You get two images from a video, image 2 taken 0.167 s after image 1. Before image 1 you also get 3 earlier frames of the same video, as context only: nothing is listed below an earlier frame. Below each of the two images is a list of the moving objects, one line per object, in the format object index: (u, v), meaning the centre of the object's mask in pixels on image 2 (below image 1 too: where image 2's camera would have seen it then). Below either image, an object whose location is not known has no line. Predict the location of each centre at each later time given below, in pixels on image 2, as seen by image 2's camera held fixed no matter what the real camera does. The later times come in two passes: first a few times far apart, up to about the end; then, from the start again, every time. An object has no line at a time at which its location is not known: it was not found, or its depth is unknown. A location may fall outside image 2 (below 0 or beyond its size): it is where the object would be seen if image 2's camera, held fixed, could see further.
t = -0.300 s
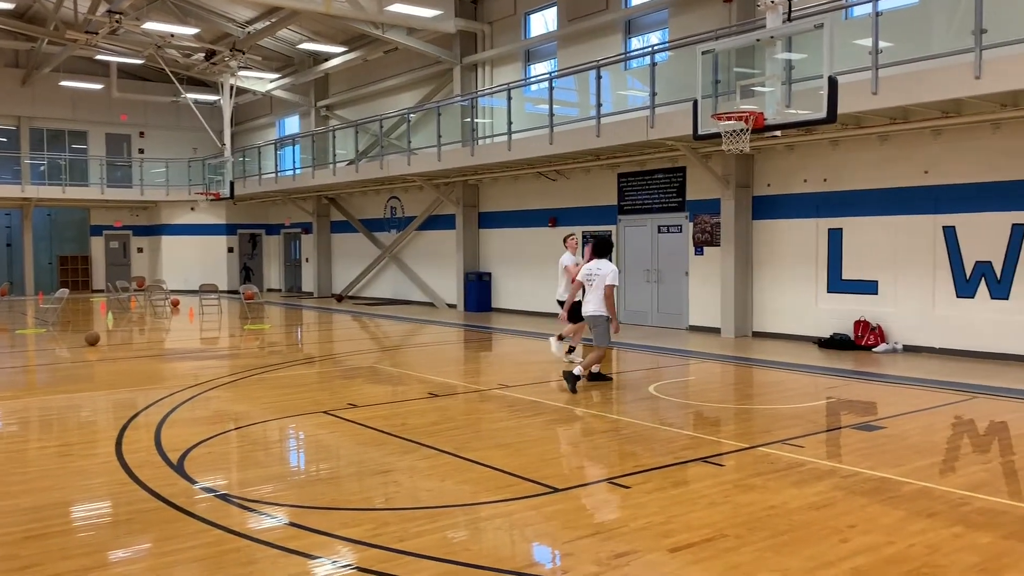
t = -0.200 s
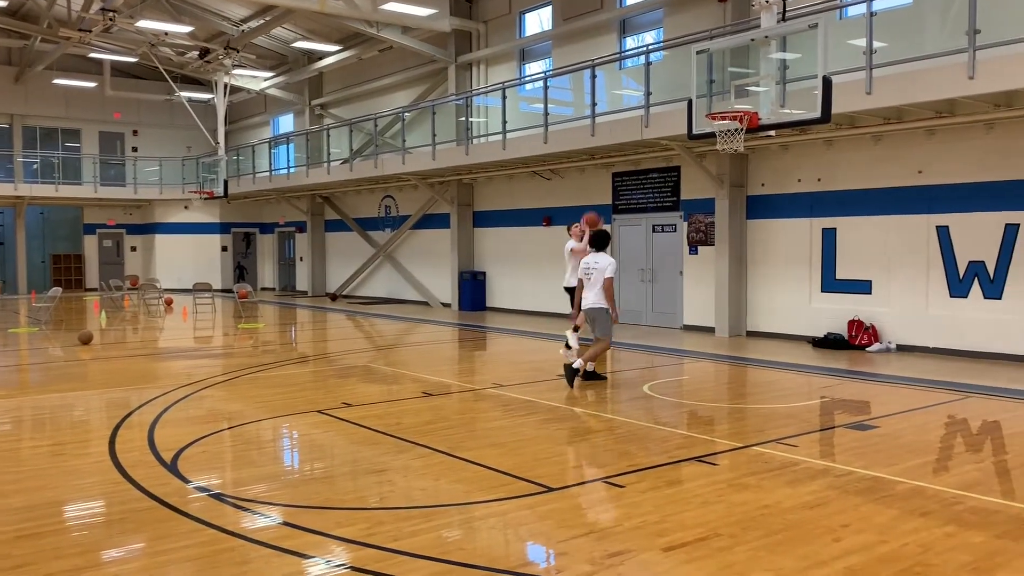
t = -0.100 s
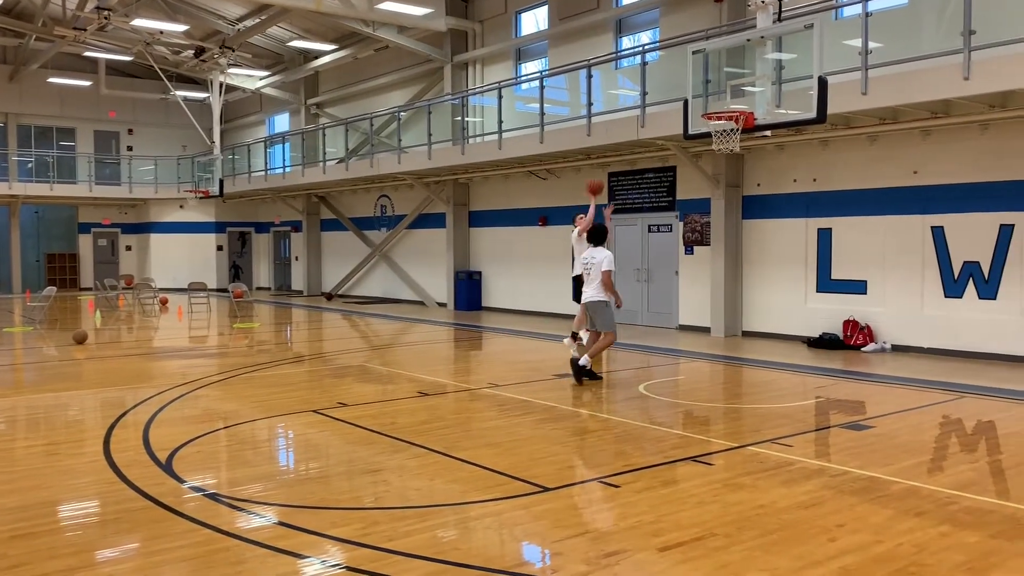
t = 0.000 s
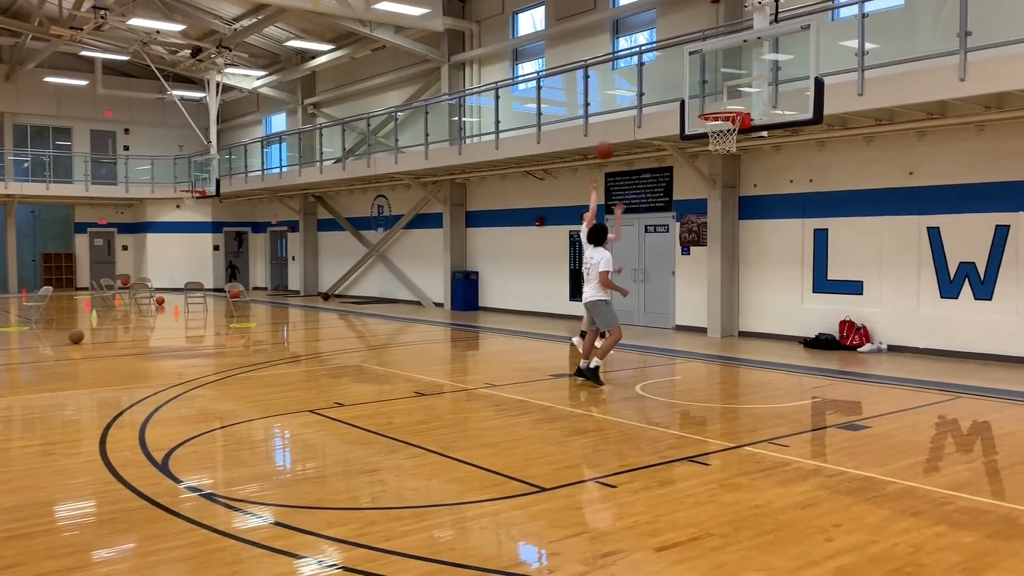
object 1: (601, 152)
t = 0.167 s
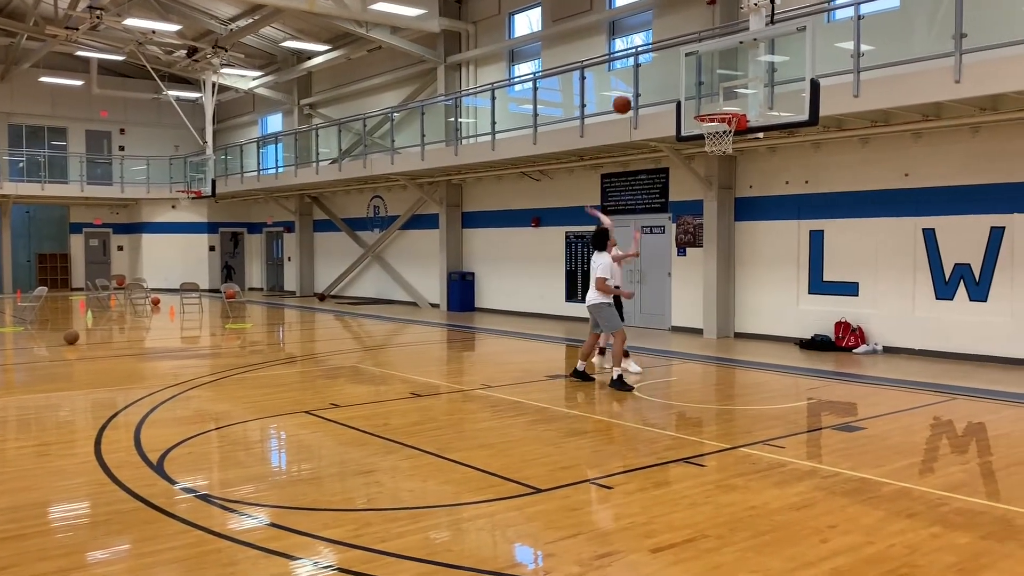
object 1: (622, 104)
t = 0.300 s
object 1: (640, 81)
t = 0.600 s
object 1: (683, 79)
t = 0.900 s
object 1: (721, 92)
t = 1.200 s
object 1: (755, 116)
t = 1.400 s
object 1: (778, 185)
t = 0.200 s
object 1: (626, 97)
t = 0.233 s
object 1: (631, 92)
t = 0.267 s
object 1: (635, 86)
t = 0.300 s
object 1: (640, 81)
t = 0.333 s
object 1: (644, 78)
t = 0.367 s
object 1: (649, 74)
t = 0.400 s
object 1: (654, 72)
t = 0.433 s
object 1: (658, 71)
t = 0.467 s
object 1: (663, 71)
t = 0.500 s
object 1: (668, 72)
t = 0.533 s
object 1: (673, 73)
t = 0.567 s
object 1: (678, 76)
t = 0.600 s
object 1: (683, 79)
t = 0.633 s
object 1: (688, 84)
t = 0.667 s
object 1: (693, 90)
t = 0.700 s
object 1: (698, 96)
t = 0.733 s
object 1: (703, 104)
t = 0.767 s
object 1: (707, 106)
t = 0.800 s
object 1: (710, 101)
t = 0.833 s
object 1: (714, 98)
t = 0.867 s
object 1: (718, 94)
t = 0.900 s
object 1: (721, 92)
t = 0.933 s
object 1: (724, 90)
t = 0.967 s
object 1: (728, 90)
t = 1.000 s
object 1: (732, 91)
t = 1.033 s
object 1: (735, 92)
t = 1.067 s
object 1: (739, 95)
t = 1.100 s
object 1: (743, 99)
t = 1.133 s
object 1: (747, 104)
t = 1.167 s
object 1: (751, 110)
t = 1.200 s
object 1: (755, 116)
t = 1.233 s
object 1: (758, 125)
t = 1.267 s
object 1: (762, 135)
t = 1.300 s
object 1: (766, 146)
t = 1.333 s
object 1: (769, 158)
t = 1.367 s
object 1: (774, 171)
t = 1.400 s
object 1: (778, 185)
